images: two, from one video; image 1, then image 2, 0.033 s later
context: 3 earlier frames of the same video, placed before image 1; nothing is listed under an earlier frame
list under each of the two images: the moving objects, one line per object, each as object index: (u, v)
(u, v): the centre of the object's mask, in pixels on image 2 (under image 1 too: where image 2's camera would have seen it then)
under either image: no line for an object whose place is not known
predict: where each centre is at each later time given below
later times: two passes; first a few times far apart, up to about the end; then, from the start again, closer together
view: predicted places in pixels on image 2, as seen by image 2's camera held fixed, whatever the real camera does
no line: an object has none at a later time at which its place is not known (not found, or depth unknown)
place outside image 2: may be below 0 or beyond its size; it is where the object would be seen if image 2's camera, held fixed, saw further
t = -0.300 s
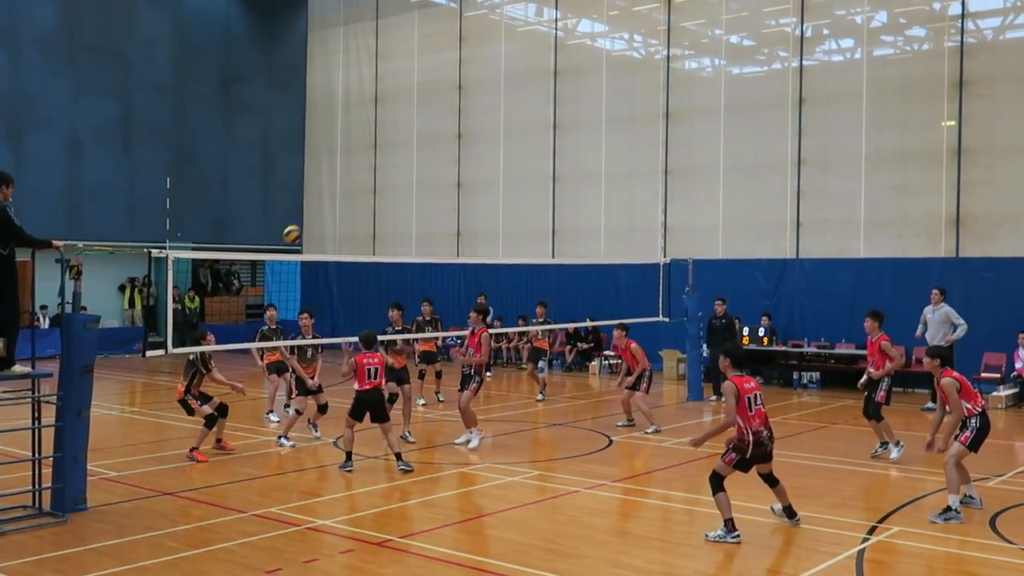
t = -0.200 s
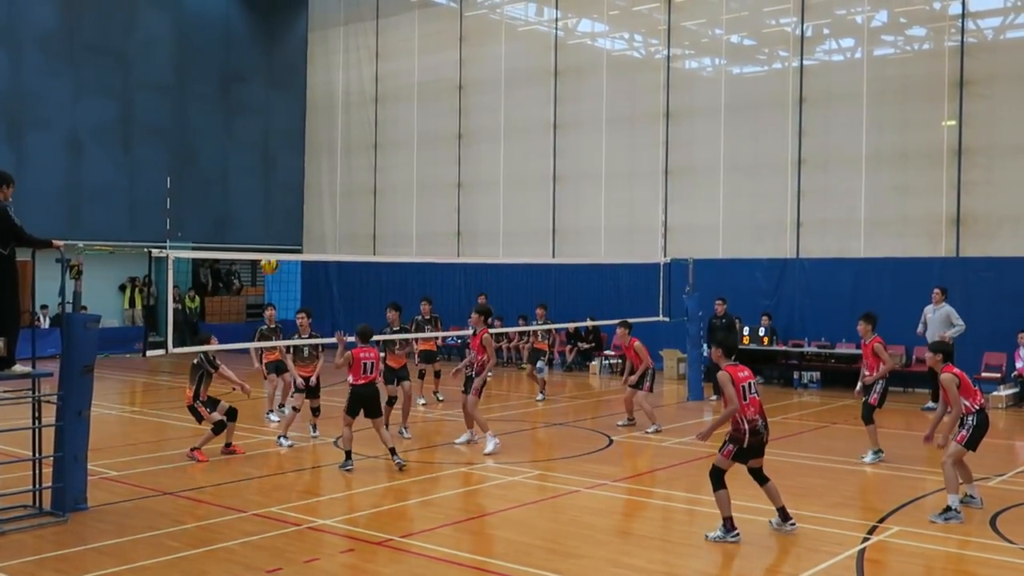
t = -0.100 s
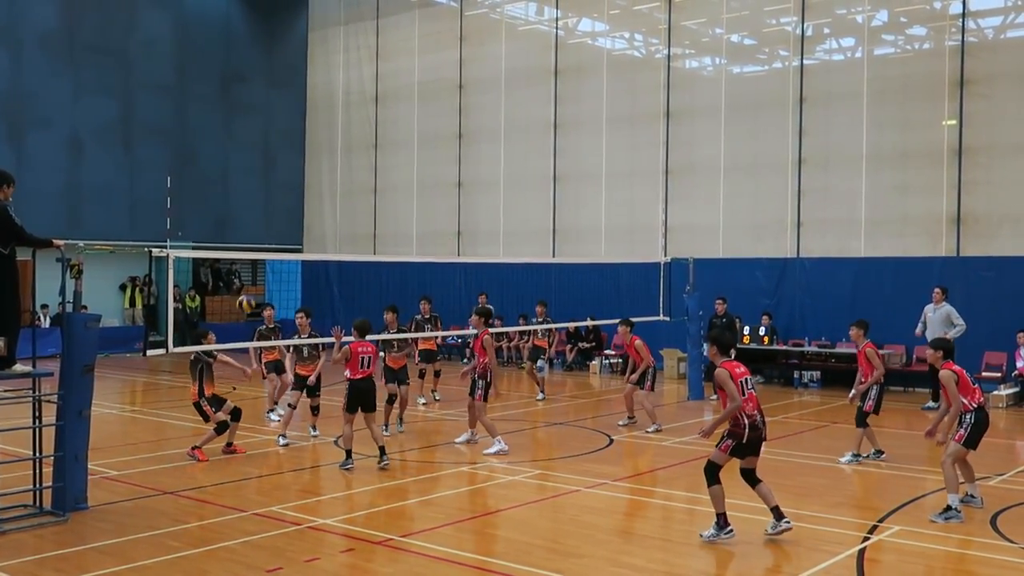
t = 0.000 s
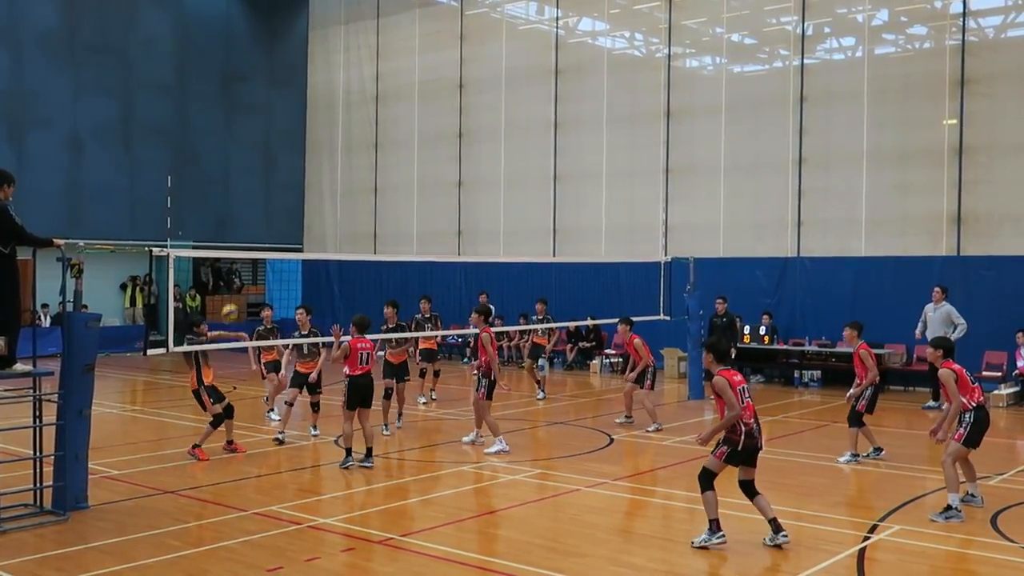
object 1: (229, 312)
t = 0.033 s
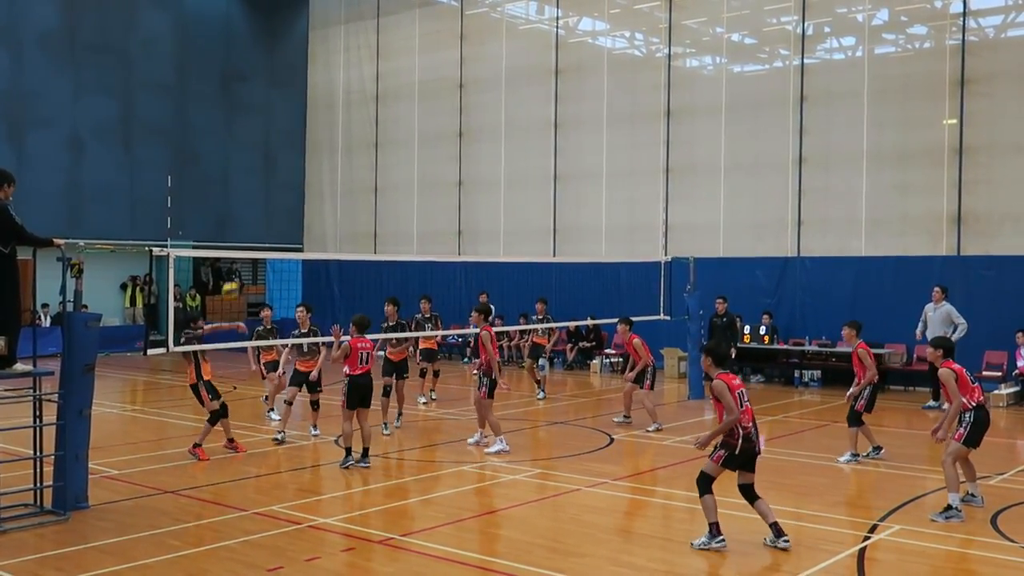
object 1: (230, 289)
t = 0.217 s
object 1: (234, 185)
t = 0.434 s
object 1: (235, 98)
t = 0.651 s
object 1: (236, 51)
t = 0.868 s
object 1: (239, 43)
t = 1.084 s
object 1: (241, 75)
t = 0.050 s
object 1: (231, 280)
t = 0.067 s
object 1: (231, 269)
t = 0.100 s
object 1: (232, 245)
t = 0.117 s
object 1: (232, 239)
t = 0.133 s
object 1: (232, 229)
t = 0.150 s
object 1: (233, 220)
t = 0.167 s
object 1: (233, 211)
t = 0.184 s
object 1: (233, 202)
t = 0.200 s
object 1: (234, 193)
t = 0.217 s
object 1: (234, 185)
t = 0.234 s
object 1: (234, 177)
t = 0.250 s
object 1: (234, 169)
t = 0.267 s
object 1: (234, 161)
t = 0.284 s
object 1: (234, 154)
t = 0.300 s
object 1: (234, 147)
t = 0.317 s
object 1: (234, 140)
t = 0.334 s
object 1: (234, 133)
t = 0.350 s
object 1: (234, 127)
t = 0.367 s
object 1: (235, 121)
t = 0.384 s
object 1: (235, 114)
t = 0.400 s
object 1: (235, 109)
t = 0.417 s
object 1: (235, 103)
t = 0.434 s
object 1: (235, 98)
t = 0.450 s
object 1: (235, 93)
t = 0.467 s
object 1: (235, 88)
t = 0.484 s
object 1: (235, 84)
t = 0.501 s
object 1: (235, 80)
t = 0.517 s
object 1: (235, 75)
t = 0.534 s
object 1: (236, 72)
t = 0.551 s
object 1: (236, 68)
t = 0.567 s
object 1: (236, 65)
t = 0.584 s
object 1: (236, 61)
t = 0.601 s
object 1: (236, 59)
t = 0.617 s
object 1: (236, 56)
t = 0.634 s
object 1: (236, 53)
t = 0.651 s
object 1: (236, 51)
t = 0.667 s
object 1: (236, 49)
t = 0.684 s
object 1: (237, 47)
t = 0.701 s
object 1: (237, 45)
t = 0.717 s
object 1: (237, 44)
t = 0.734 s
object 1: (237, 43)
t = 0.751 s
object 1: (238, 42)
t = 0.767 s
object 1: (238, 42)
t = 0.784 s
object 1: (238, 41)
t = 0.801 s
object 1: (238, 41)
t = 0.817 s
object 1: (238, 41)
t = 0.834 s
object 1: (239, 42)
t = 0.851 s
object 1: (239, 42)
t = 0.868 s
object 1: (239, 43)
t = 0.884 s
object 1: (239, 44)
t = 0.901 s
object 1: (239, 46)
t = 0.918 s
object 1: (239, 47)
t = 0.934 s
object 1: (240, 49)
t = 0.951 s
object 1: (240, 51)
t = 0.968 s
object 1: (239, 53)
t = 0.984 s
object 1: (240, 56)
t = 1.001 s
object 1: (240, 58)
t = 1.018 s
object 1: (240, 61)
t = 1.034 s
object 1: (240, 64)
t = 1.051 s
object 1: (240, 68)
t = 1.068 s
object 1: (240, 71)
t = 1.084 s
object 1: (241, 75)
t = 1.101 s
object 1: (241, 79)
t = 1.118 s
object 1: (241, 84)
